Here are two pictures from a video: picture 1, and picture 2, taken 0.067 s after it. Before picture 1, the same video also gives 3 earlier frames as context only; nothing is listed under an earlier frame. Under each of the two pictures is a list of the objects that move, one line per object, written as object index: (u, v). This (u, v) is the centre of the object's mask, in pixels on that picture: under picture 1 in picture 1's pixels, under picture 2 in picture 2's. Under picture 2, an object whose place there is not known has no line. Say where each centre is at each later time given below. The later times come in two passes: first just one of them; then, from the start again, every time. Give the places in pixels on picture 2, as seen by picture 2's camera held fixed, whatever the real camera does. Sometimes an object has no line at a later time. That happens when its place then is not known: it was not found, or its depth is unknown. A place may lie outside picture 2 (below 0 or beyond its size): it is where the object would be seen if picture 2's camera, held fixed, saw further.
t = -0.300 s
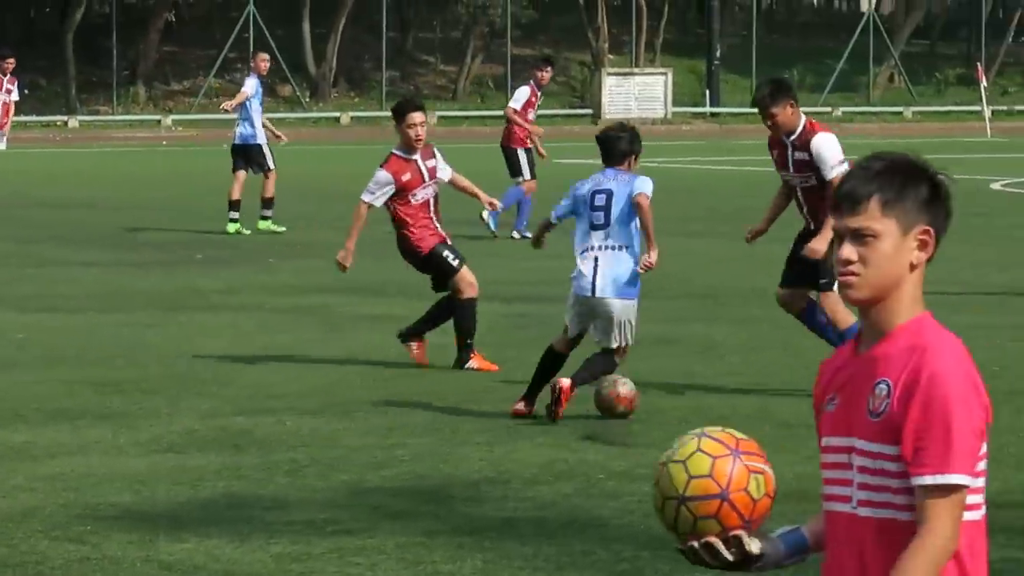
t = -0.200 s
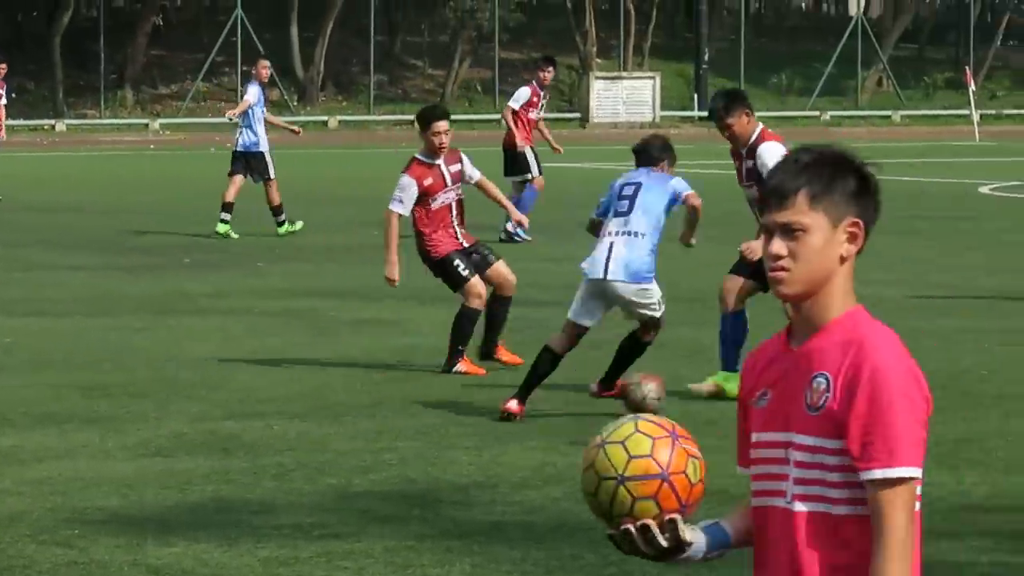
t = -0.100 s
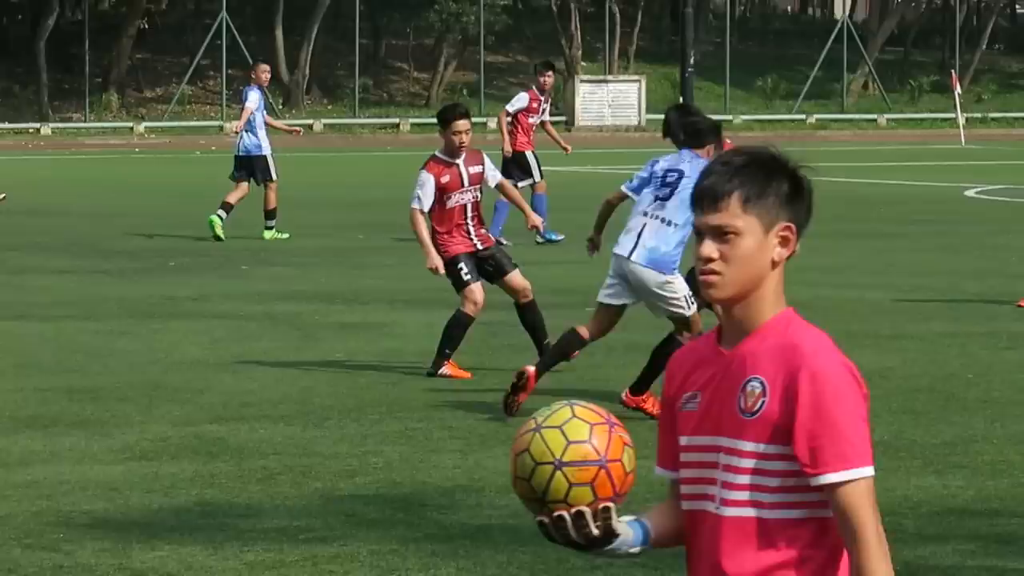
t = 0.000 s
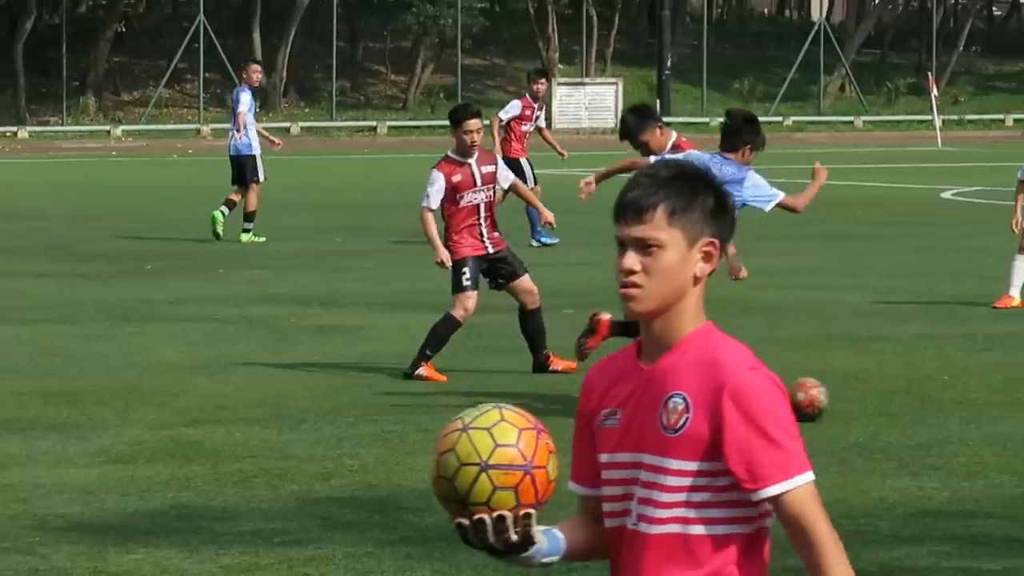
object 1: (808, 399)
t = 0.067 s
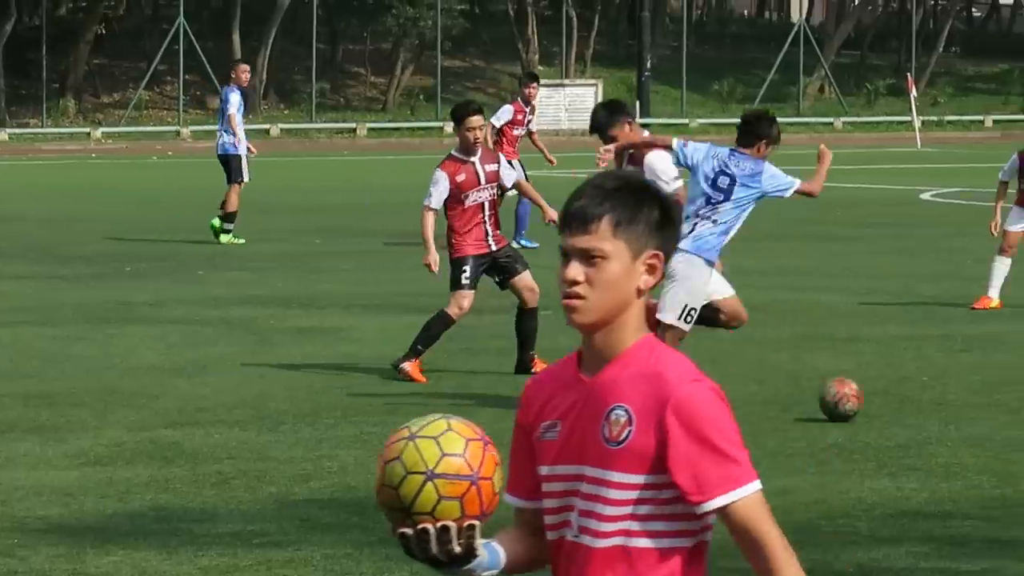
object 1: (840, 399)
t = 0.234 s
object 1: (967, 399)
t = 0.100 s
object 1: (866, 400)
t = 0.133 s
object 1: (893, 400)
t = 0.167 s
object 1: (918, 399)
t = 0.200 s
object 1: (943, 399)
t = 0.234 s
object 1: (967, 399)
